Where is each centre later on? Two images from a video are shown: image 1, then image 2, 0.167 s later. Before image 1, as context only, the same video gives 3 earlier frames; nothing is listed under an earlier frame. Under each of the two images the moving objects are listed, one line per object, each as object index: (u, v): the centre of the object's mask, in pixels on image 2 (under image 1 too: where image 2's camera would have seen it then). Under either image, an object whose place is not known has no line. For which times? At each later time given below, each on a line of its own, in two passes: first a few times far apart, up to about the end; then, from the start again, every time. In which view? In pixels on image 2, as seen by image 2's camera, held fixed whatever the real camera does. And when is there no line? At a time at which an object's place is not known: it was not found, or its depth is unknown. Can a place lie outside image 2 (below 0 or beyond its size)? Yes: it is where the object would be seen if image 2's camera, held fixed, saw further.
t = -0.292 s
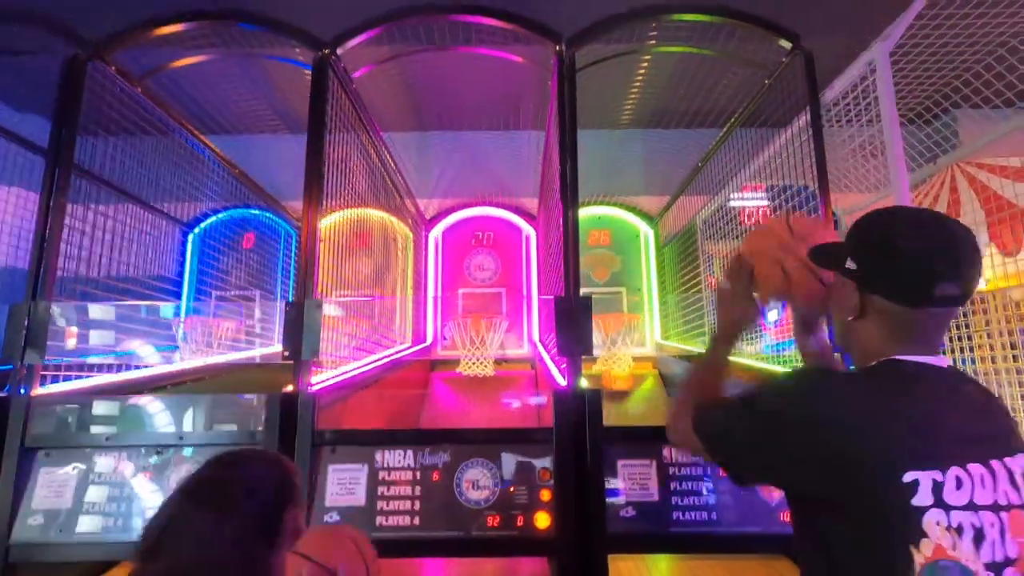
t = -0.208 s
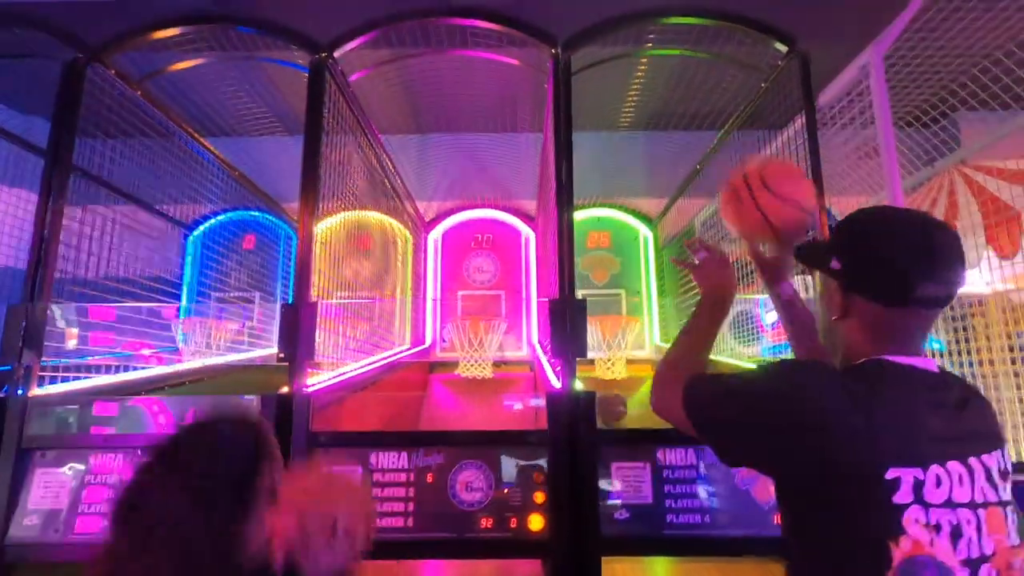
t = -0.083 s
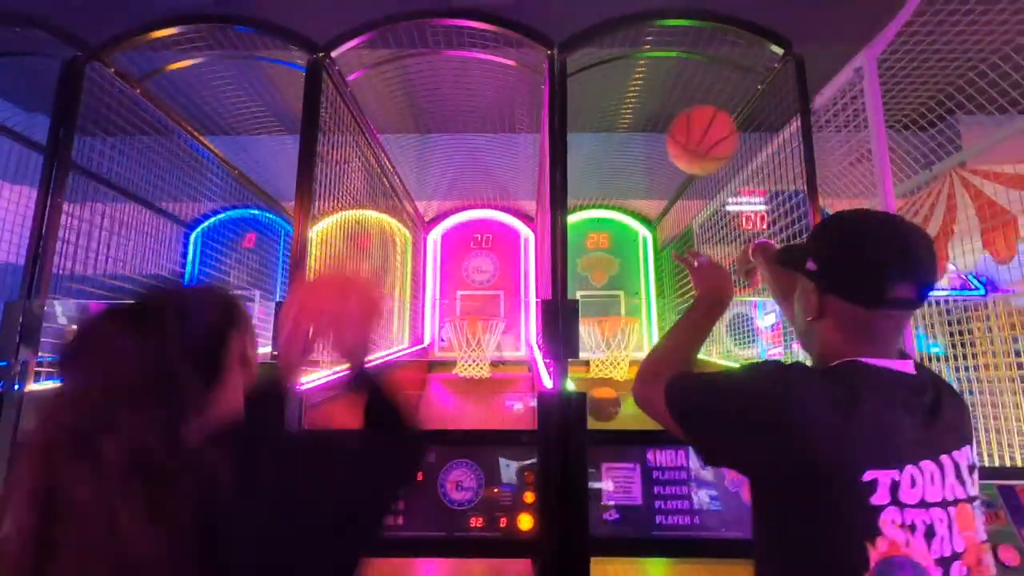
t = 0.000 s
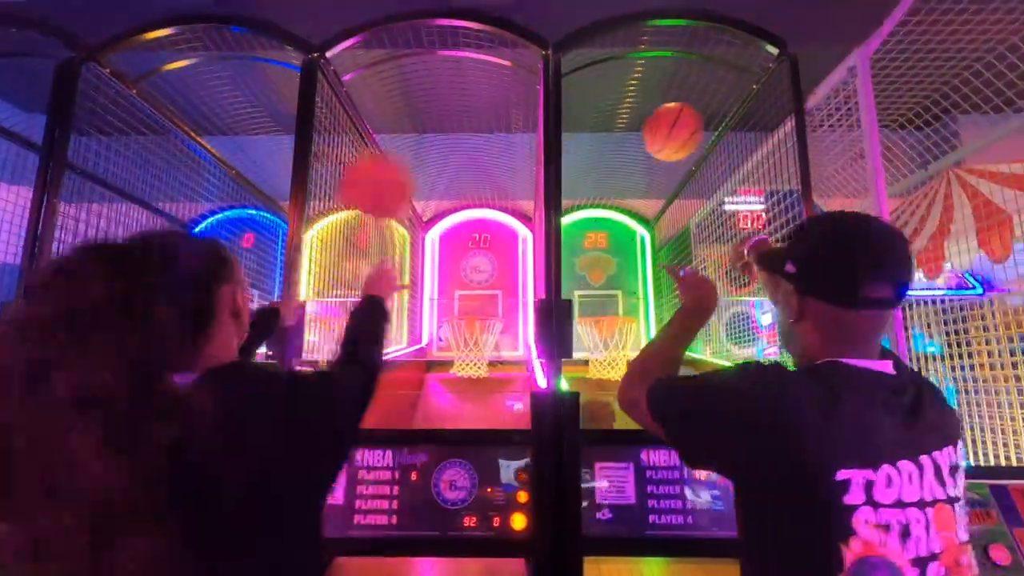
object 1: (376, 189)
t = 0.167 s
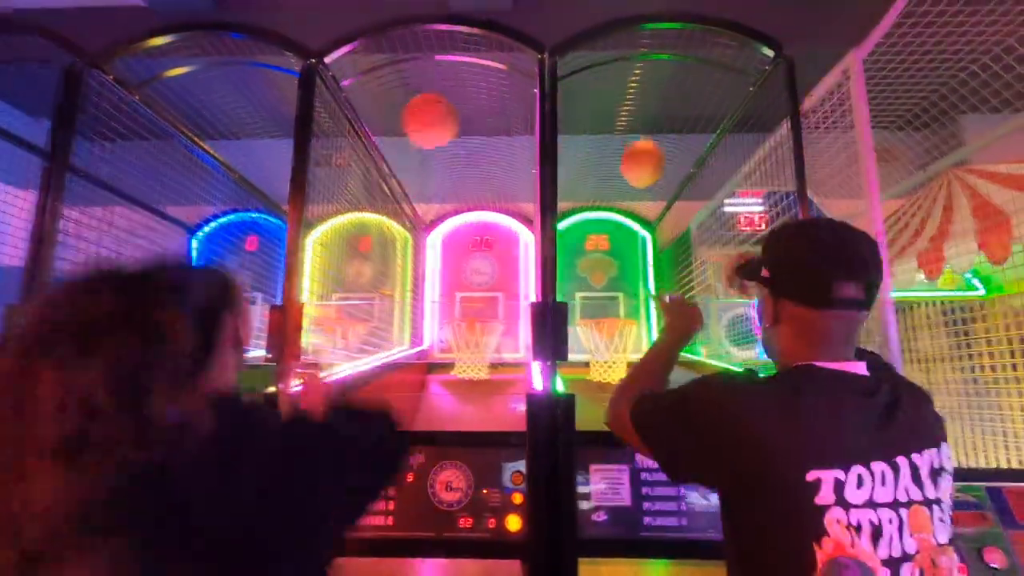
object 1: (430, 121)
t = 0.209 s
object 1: (439, 117)
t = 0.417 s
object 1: (461, 204)
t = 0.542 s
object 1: (472, 297)
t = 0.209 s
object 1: (439, 117)
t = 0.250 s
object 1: (447, 117)
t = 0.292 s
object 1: (451, 135)
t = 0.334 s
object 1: (457, 159)
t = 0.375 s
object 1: (459, 182)
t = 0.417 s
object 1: (461, 204)
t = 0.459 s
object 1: (467, 236)
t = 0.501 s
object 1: (469, 268)
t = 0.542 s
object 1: (472, 297)
